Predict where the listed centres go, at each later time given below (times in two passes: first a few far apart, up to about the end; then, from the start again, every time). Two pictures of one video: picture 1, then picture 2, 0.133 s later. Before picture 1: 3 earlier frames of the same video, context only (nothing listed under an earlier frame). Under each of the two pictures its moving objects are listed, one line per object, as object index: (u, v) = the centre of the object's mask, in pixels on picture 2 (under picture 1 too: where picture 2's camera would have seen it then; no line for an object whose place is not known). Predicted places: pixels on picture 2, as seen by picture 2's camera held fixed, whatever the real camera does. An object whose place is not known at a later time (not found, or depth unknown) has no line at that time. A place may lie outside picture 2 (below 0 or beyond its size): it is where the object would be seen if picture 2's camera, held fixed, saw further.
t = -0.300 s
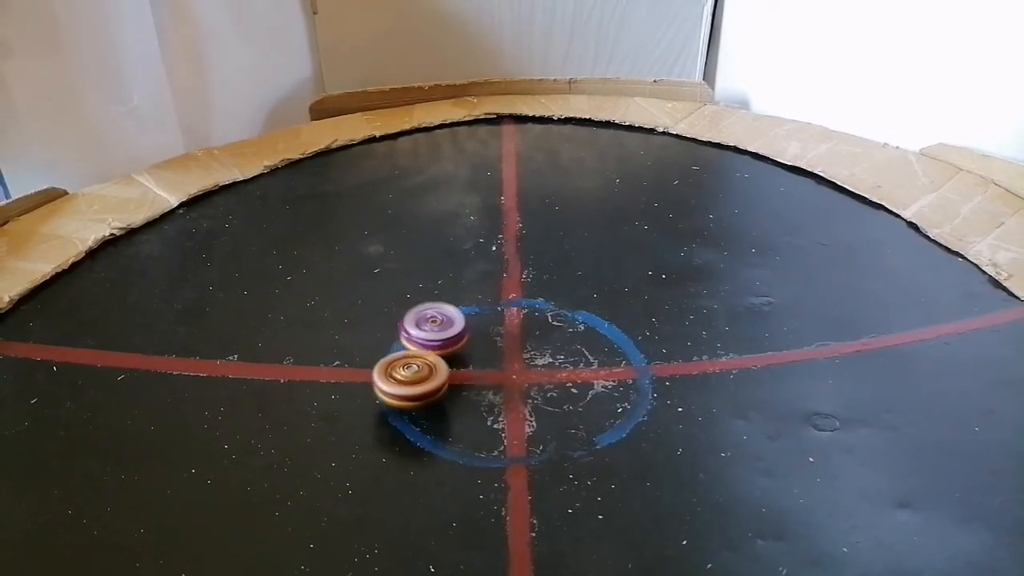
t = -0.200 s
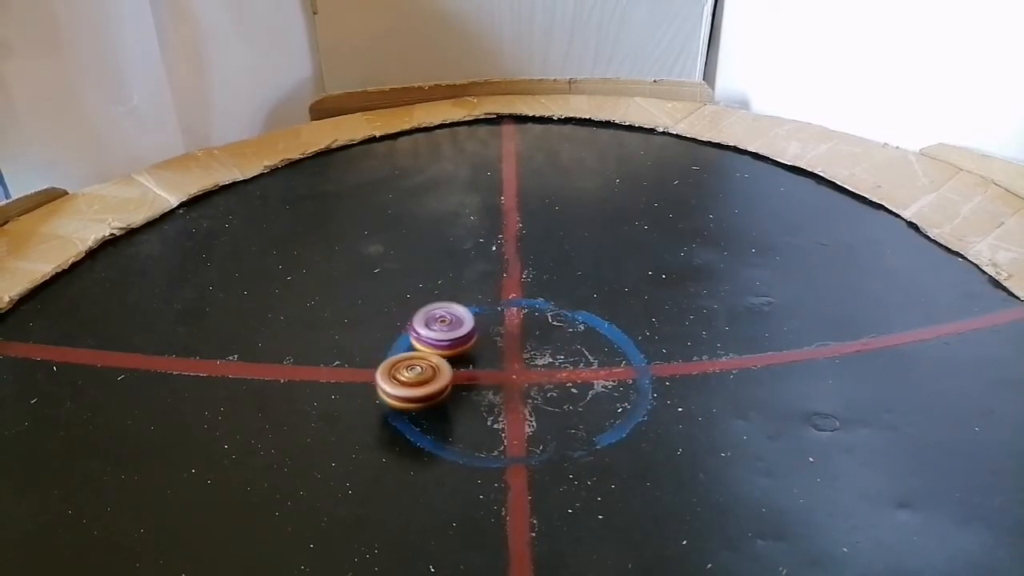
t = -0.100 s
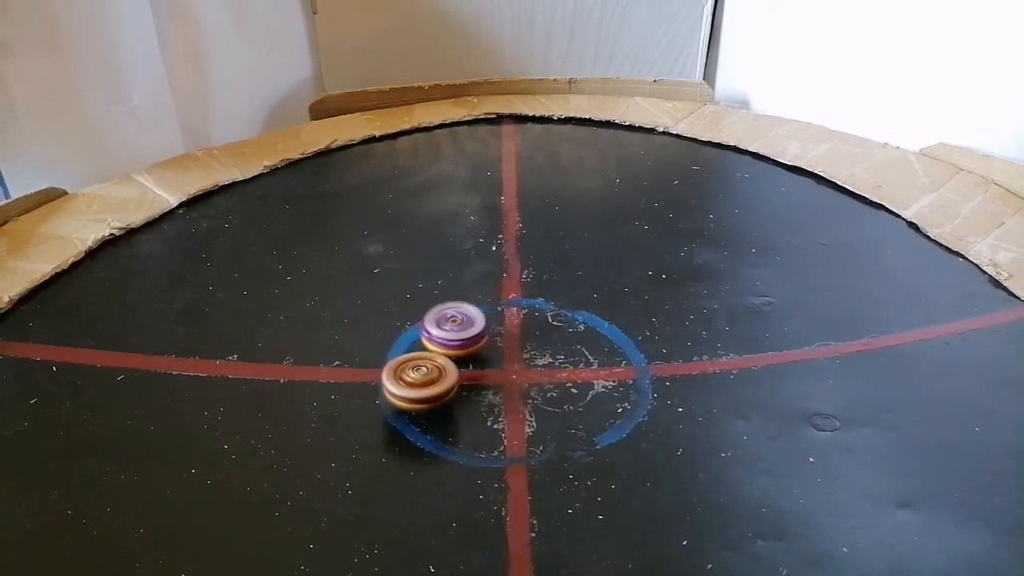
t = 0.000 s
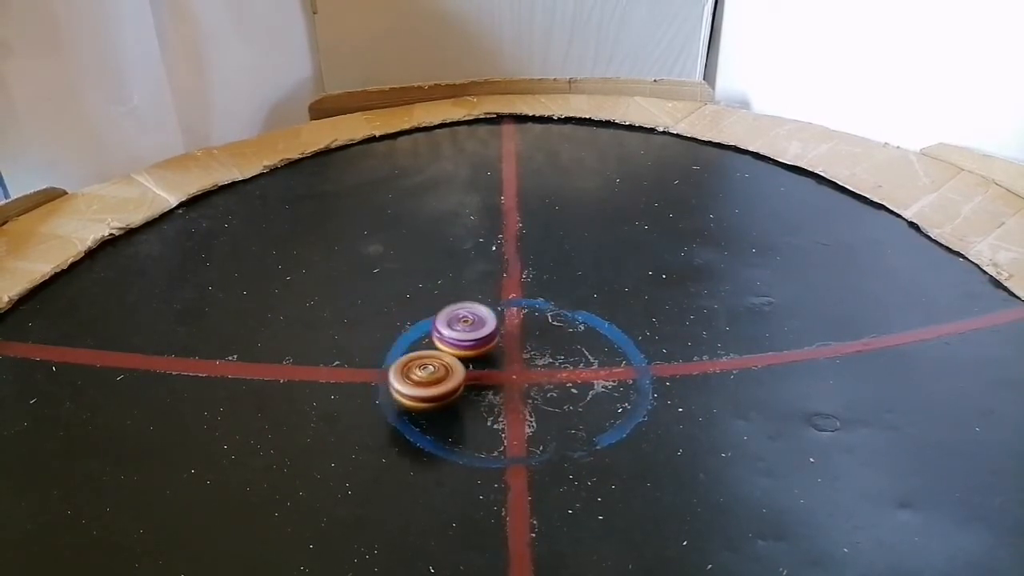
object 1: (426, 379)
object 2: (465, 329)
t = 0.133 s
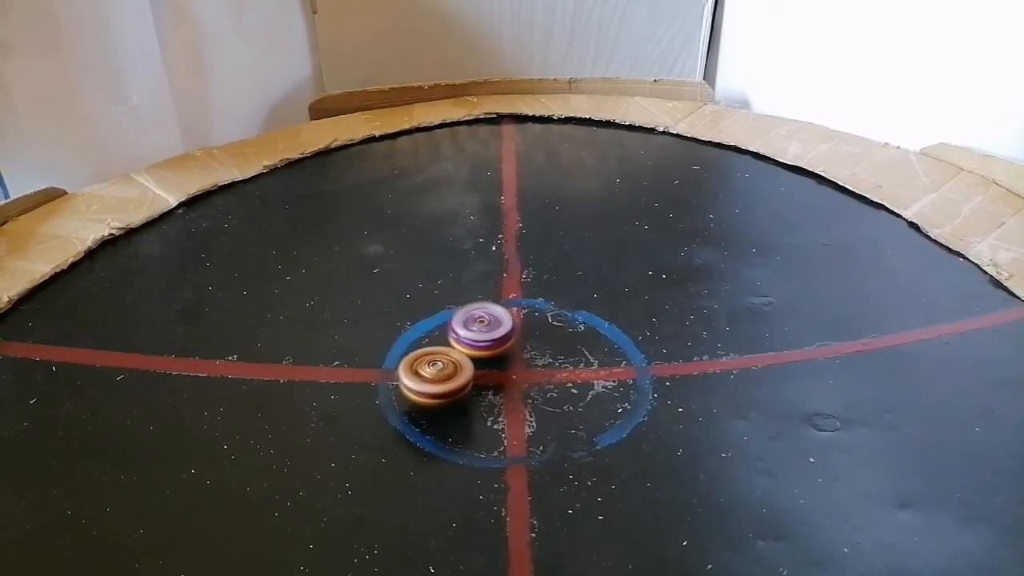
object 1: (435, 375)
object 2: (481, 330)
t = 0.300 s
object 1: (447, 369)
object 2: (500, 329)
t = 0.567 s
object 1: (459, 364)
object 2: (527, 335)
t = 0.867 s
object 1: (453, 366)
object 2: (573, 339)
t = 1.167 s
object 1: (455, 366)
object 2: (602, 345)
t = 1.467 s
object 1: (468, 361)
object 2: (608, 356)
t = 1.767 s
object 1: (483, 354)
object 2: (598, 369)
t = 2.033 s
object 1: (499, 351)
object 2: (581, 377)
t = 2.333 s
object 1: (509, 341)
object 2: (563, 382)
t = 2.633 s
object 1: (504, 330)
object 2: (538, 381)
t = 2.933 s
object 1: (498, 321)
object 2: (502, 368)
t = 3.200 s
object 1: (491, 318)
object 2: (463, 366)
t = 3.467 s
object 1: (486, 322)
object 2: (432, 357)
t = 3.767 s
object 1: (480, 333)
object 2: (406, 348)
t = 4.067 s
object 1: (485, 349)
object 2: (397, 342)
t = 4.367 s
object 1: (490, 366)
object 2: (401, 339)
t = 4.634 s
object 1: (499, 384)
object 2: (424, 340)
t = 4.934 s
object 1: (515, 386)
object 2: (462, 341)
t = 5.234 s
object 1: (532, 397)
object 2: (496, 322)
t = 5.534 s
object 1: (537, 414)
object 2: (500, 298)
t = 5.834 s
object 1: (531, 418)
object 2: (497, 296)
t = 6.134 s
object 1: (520, 405)
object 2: (496, 314)
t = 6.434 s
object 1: (504, 399)
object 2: (507, 324)
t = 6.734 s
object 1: (487, 430)
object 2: (512, 298)
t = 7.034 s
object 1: (470, 426)
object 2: (507, 297)
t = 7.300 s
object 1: (460, 402)
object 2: (501, 312)
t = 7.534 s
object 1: (462, 377)
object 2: (499, 333)
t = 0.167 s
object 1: (437, 374)
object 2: (485, 330)
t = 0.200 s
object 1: (439, 373)
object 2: (489, 330)
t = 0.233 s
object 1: (442, 372)
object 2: (493, 330)
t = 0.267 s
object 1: (444, 370)
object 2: (496, 329)
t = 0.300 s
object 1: (447, 369)
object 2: (500, 329)
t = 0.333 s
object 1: (449, 369)
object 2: (504, 330)
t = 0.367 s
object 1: (451, 368)
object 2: (506, 330)
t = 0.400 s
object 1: (453, 367)
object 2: (510, 331)
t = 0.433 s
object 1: (456, 366)
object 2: (512, 331)
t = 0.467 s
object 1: (458, 365)
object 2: (515, 332)
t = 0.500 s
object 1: (461, 364)
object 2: (518, 333)
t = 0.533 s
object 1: (461, 364)
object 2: (521, 334)
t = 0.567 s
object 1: (459, 364)
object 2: (527, 335)
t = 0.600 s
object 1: (458, 364)
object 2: (534, 335)
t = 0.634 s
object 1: (457, 364)
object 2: (539, 336)
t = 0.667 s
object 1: (457, 364)
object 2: (544, 336)
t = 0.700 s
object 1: (456, 365)
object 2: (549, 336)
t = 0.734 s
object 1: (455, 365)
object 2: (554, 337)
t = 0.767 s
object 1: (455, 365)
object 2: (559, 338)
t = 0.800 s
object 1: (454, 365)
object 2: (565, 338)
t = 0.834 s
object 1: (454, 366)
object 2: (569, 339)
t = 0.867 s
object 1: (453, 366)
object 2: (573, 339)
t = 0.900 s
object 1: (453, 366)
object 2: (577, 340)
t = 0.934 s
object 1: (452, 366)
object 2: (581, 341)
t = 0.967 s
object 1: (452, 366)
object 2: (585, 341)
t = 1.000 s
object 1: (452, 366)
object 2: (588, 342)
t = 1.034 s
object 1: (453, 366)
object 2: (591, 343)
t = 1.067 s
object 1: (454, 365)
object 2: (594, 343)
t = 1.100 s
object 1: (454, 365)
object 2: (597, 344)
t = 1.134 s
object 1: (455, 365)
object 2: (599, 345)
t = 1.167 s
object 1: (455, 366)
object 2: (602, 345)
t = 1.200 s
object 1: (457, 365)
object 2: (604, 346)
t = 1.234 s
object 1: (457, 365)
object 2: (606, 346)
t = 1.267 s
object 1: (459, 365)
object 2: (608, 347)
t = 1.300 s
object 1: (461, 364)
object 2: (609, 348)
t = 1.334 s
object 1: (462, 364)
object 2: (610, 350)
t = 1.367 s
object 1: (463, 363)
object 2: (610, 352)
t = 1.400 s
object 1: (465, 363)
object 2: (610, 353)
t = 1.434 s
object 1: (466, 362)
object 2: (609, 354)
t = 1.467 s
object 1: (468, 361)
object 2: (608, 356)
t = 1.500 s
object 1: (469, 361)
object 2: (607, 357)
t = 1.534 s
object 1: (471, 360)
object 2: (606, 359)
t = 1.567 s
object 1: (471, 359)
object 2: (605, 360)
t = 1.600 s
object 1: (472, 359)
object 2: (604, 362)
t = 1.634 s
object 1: (474, 358)
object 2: (603, 364)
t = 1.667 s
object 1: (477, 357)
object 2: (602, 365)
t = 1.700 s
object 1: (479, 356)
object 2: (601, 366)
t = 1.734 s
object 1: (481, 355)
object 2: (600, 368)
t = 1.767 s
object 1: (483, 354)
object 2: (598, 369)
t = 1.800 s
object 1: (485, 353)
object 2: (596, 370)
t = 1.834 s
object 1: (487, 352)
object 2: (595, 371)
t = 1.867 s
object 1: (488, 351)
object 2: (593, 372)
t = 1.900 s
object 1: (490, 352)
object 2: (591, 373)
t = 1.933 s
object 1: (493, 350)
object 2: (587, 375)
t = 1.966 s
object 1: (495, 351)
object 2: (584, 376)
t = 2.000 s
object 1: (497, 351)
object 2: (582, 377)
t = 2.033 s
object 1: (499, 351)
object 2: (581, 377)
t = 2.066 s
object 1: (502, 351)
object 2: (579, 377)
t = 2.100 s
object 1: (504, 352)
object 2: (578, 377)
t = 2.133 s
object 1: (504, 351)
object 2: (575, 378)
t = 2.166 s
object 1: (505, 349)
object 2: (572, 378)
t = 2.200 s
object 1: (506, 348)
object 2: (569, 377)
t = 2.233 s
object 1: (509, 346)
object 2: (566, 378)
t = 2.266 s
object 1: (509, 344)
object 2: (565, 379)
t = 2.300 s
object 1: (509, 342)
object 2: (564, 381)
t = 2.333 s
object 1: (509, 341)
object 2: (563, 382)
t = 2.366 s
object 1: (509, 339)
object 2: (561, 383)
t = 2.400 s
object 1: (508, 338)
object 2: (559, 383)
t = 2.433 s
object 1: (508, 337)
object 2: (556, 383)
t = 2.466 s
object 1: (508, 336)
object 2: (554, 384)
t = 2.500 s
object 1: (508, 334)
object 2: (552, 384)
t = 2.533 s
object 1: (508, 333)
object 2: (550, 383)
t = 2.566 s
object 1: (506, 332)
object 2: (546, 383)
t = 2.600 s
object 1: (505, 331)
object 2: (542, 382)
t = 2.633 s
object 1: (504, 330)
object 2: (538, 381)
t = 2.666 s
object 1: (503, 329)
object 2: (534, 380)
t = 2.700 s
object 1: (502, 328)
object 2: (531, 378)
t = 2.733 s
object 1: (501, 327)
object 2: (526, 377)
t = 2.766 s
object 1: (500, 326)
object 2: (523, 375)
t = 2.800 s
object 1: (499, 325)
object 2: (519, 373)
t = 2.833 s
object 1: (499, 324)
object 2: (516, 371)
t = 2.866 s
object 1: (498, 323)
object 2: (512, 370)
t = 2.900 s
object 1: (498, 322)
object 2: (507, 368)
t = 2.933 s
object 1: (498, 321)
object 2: (502, 368)
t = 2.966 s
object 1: (498, 321)
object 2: (496, 368)
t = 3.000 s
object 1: (497, 320)
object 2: (491, 368)
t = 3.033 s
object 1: (496, 319)
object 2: (485, 368)
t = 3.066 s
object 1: (495, 319)
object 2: (480, 368)
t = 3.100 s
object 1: (494, 318)
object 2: (475, 368)
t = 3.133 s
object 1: (493, 318)
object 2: (470, 367)
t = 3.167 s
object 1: (492, 318)
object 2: (466, 367)
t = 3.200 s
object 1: (491, 318)
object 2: (463, 366)
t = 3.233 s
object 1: (490, 318)
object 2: (459, 365)
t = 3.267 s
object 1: (489, 319)
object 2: (455, 364)
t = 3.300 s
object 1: (489, 319)
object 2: (452, 363)
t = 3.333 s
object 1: (488, 320)
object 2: (448, 362)
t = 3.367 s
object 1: (487, 320)
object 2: (444, 361)
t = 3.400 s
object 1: (487, 321)
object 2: (440, 360)
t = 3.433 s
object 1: (486, 322)
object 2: (436, 358)
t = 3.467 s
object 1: (486, 322)
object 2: (432, 357)
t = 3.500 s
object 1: (485, 323)
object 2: (428, 356)
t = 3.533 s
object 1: (484, 324)
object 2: (425, 355)
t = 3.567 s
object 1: (483, 325)
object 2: (421, 353)
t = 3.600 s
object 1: (483, 326)
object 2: (418, 353)
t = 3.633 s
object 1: (482, 327)
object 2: (415, 351)
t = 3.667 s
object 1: (482, 329)
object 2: (412, 350)
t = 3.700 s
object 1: (481, 330)
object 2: (410, 349)
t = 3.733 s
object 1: (481, 331)
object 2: (408, 348)
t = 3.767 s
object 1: (480, 333)
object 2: (406, 348)
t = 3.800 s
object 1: (480, 335)
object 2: (406, 347)
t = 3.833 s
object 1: (480, 336)
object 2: (405, 346)
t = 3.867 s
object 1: (480, 338)
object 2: (405, 345)
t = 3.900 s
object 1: (480, 340)
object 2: (404, 345)
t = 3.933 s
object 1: (480, 341)
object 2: (402, 344)
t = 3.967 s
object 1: (481, 343)
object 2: (401, 343)
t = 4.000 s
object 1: (482, 346)
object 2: (400, 343)
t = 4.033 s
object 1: (483, 347)
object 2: (399, 342)
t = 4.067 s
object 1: (485, 349)
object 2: (397, 342)
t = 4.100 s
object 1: (486, 350)
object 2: (397, 341)
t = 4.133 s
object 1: (487, 352)
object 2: (396, 341)
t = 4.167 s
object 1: (487, 354)
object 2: (395, 341)
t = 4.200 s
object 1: (488, 355)
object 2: (394, 341)
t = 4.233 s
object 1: (488, 358)
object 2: (395, 340)
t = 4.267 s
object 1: (488, 360)
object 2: (396, 339)
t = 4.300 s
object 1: (488, 362)
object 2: (398, 339)
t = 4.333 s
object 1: (489, 364)
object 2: (400, 339)
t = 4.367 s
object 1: (490, 366)
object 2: (401, 339)
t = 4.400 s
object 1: (491, 369)
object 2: (404, 340)
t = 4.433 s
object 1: (492, 371)
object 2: (406, 340)
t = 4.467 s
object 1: (493, 373)
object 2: (409, 340)
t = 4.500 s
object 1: (494, 376)
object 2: (411, 340)
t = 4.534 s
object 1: (495, 378)
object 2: (414, 340)
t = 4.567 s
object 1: (496, 380)
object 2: (417, 340)
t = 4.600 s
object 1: (498, 382)
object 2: (420, 340)
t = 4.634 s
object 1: (499, 384)
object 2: (424, 340)
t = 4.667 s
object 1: (501, 385)
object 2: (427, 340)
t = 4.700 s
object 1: (503, 387)
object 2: (431, 340)
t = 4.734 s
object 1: (505, 387)
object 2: (435, 340)
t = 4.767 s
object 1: (507, 387)
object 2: (439, 341)
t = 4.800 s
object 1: (509, 387)
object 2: (443, 341)
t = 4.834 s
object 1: (511, 387)
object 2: (448, 340)
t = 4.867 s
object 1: (512, 386)
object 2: (453, 341)
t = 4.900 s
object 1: (513, 386)
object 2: (458, 341)
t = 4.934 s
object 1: (515, 386)
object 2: (462, 341)
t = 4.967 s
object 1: (516, 385)
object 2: (467, 340)
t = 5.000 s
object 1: (517, 384)
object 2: (472, 340)
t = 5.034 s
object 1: (519, 383)
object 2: (476, 339)
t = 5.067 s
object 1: (519, 383)
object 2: (480, 339)
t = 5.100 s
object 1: (521, 382)
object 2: (485, 338)
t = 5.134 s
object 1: (521, 381)
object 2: (488, 337)
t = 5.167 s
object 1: (527, 389)
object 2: (494, 330)
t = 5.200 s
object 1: (530, 393)
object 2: (495, 326)
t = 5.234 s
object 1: (532, 397)
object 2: (496, 322)
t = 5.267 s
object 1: (534, 399)
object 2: (498, 318)
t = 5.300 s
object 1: (535, 401)
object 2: (499, 314)
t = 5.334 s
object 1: (536, 404)
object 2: (500, 311)
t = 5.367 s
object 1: (537, 406)
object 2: (501, 308)
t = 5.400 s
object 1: (538, 408)
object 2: (500, 305)
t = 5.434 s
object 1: (538, 410)
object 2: (501, 303)
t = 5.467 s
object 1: (538, 411)
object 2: (501, 301)
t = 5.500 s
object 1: (537, 413)
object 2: (500, 299)
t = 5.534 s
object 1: (537, 414)
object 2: (500, 298)
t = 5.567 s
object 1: (536, 415)
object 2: (500, 296)
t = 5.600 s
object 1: (536, 416)
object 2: (499, 296)
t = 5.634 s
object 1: (535, 417)
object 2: (499, 295)
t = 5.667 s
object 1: (535, 417)
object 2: (498, 295)
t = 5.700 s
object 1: (534, 418)
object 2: (498, 295)
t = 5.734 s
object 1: (533, 418)
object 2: (498, 295)
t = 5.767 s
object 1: (532, 418)
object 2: (497, 295)
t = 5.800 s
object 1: (532, 418)
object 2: (497, 295)
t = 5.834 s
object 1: (531, 418)
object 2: (497, 296)
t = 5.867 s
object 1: (530, 417)
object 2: (497, 297)
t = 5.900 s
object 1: (528, 416)
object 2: (497, 299)
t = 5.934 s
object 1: (527, 415)
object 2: (496, 300)
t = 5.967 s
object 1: (525, 413)
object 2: (495, 302)
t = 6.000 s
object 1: (524, 412)
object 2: (495, 304)
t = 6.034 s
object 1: (524, 411)
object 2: (496, 306)
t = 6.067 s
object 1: (522, 409)
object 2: (496, 308)
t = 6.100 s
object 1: (522, 407)
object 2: (496, 311)
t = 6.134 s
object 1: (520, 405)
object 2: (496, 314)
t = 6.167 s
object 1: (520, 403)
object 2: (497, 316)
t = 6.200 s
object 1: (518, 399)
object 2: (498, 319)
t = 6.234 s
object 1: (517, 396)
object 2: (499, 322)
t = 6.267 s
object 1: (515, 393)
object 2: (500, 325)
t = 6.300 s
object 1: (514, 389)
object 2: (500, 328)
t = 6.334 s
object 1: (512, 386)
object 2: (501, 331)
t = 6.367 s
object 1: (512, 382)
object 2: (502, 333)
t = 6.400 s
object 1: (508, 389)
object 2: (505, 332)
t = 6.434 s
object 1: (504, 399)
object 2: (507, 324)
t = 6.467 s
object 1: (501, 408)
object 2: (509, 319)
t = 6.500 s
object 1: (498, 414)
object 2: (511, 315)
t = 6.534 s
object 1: (496, 418)
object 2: (513, 311)
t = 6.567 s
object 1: (495, 421)
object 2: (513, 308)
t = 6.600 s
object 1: (494, 424)
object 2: (512, 305)
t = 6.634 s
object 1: (492, 426)
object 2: (512, 303)
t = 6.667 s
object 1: (491, 427)
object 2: (512, 301)
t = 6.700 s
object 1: (489, 429)
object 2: (512, 299)
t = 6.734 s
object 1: (487, 430)
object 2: (512, 298)
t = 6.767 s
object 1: (485, 431)
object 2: (512, 297)
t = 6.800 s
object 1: (483, 432)
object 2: (511, 296)
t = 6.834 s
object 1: (481, 432)
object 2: (511, 295)
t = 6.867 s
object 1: (479, 432)
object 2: (510, 295)
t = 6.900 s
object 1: (477, 432)
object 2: (510, 295)
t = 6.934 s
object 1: (475, 431)
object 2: (509, 295)
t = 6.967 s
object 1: (472, 430)
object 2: (509, 295)
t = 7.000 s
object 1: (471, 428)
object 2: (508, 296)
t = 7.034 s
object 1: (470, 426)
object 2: (507, 297)
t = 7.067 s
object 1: (468, 424)
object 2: (507, 299)
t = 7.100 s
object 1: (467, 421)
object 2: (506, 300)
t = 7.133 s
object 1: (466, 418)
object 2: (506, 301)
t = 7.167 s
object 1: (464, 416)
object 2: (505, 302)
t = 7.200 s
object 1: (463, 412)
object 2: (504, 304)
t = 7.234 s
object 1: (461, 409)
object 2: (503, 306)
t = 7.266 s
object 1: (460, 405)
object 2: (502, 308)
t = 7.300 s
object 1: (460, 402)
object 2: (501, 312)
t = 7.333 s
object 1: (459, 399)
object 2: (500, 314)
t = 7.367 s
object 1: (459, 395)
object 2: (499, 317)
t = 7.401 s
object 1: (459, 391)
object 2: (499, 321)
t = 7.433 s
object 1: (459, 388)
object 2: (499, 324)
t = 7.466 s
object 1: (460, 384)
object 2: (498, 328)
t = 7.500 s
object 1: (461, 380)
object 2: (498, 331)
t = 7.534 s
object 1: (462, 377)
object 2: (499, 333)
